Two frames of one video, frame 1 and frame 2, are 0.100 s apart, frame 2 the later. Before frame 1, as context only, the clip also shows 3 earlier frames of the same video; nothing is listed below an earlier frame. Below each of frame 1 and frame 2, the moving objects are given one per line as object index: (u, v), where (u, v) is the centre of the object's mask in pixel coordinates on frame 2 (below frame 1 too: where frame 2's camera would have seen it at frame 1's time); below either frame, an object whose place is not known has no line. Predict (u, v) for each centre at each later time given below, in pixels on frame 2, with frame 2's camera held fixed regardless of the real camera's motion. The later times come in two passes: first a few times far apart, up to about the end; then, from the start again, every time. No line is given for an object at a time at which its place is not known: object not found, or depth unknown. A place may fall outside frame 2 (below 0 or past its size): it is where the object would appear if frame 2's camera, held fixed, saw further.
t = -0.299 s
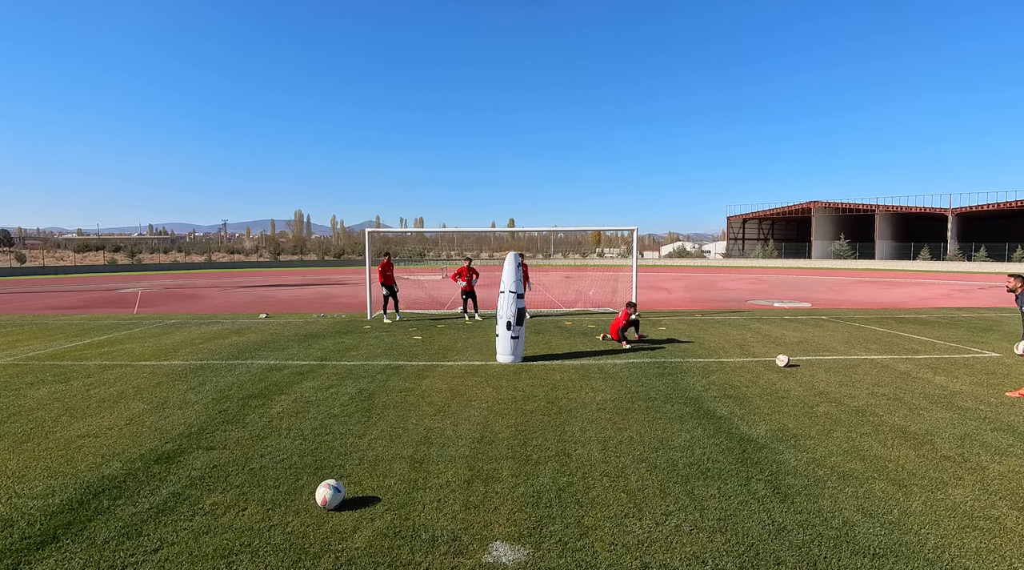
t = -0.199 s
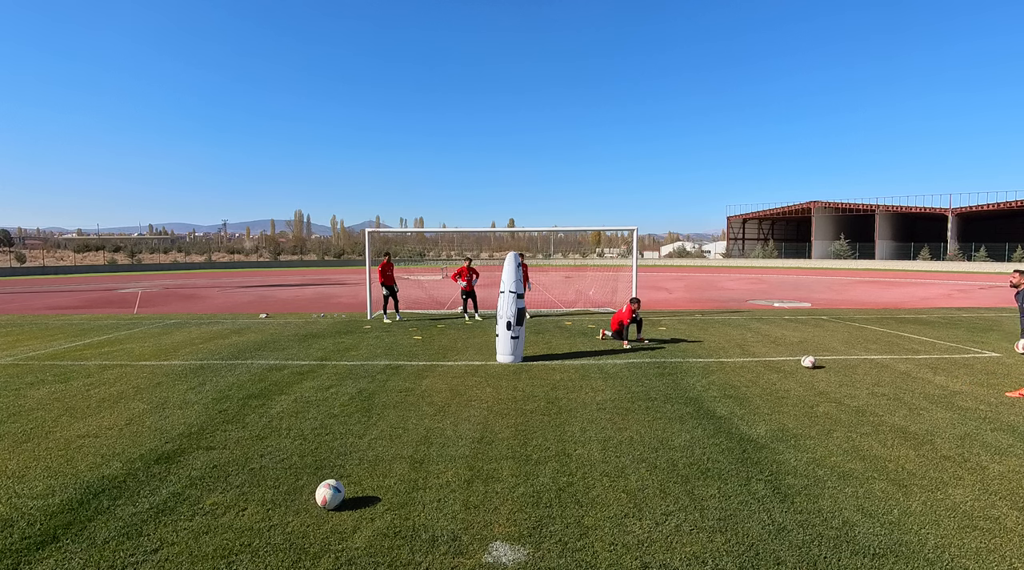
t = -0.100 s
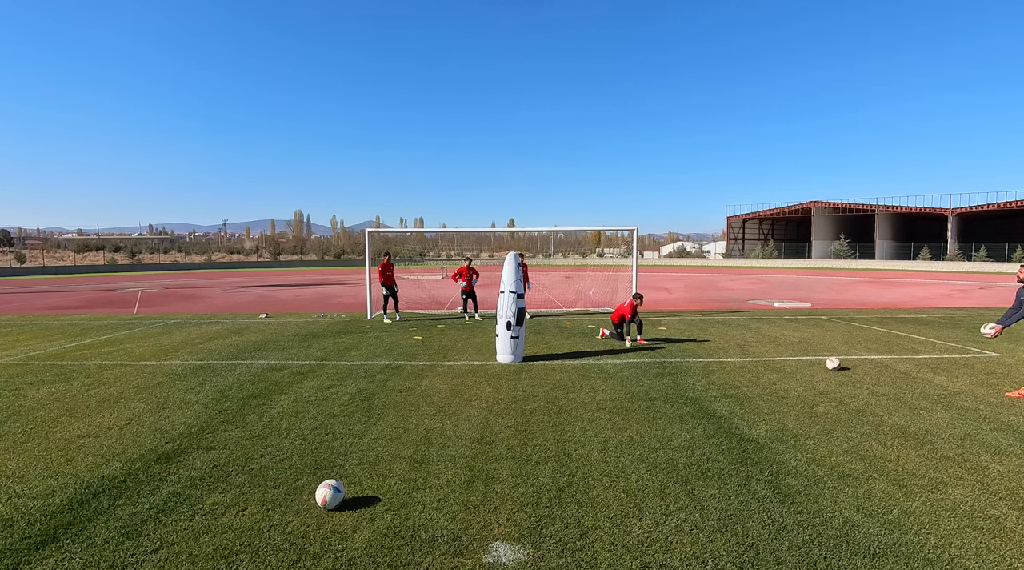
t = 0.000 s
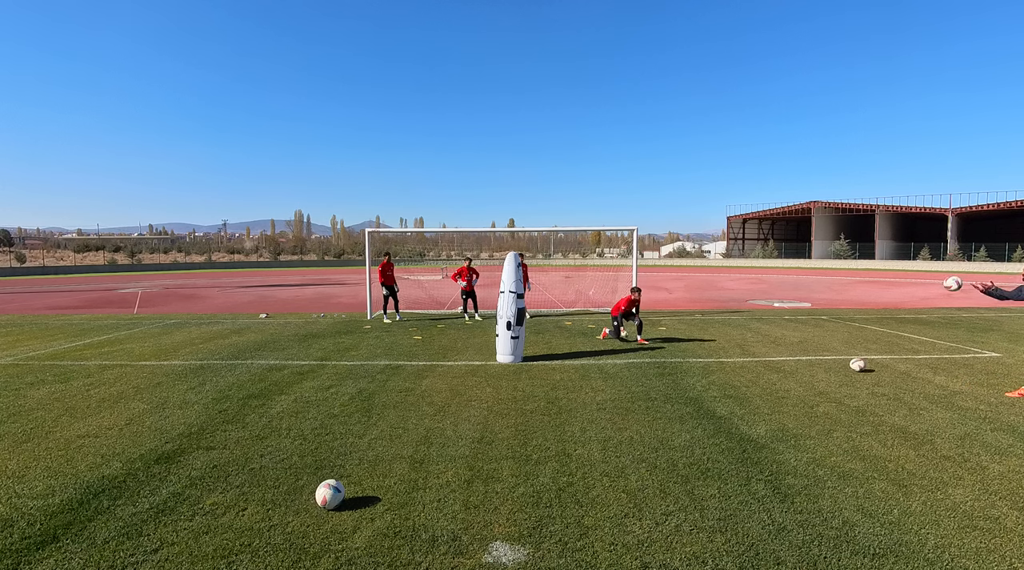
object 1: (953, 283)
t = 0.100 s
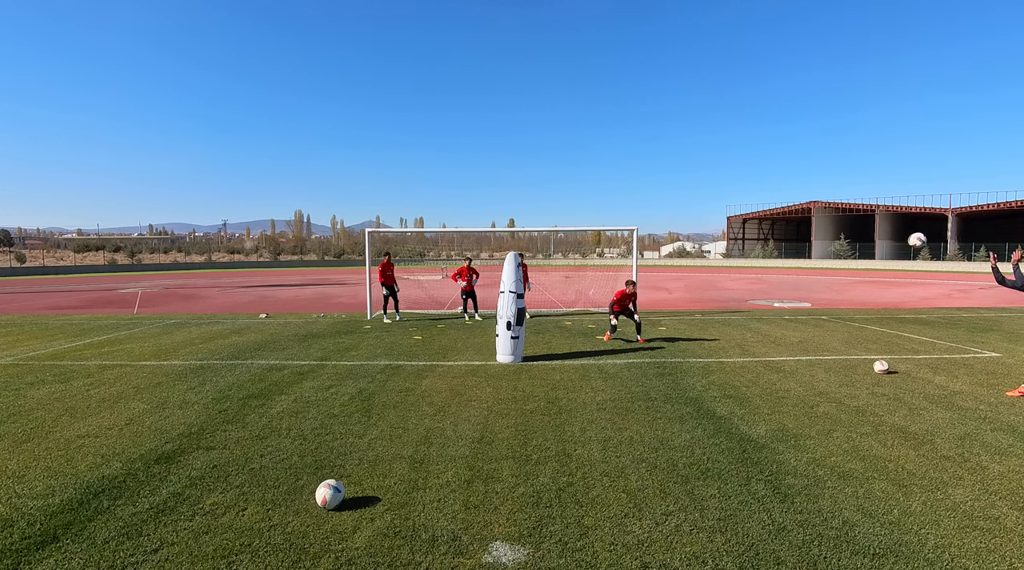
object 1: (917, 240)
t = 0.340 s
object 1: (835, 167)
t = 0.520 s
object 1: (777, 139)
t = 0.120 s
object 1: (910, 232)
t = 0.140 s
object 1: (903, 225)
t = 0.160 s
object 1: (896, 218)
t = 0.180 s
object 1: (889, 210)
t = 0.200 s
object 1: (882, 204)
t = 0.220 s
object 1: (876, 198)
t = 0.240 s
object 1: (869, 192)
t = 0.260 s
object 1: (861, 186)
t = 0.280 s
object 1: (855, 181)
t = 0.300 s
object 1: (848, 176)
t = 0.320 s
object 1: (842, 171)
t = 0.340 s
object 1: (835, 167)
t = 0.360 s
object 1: (828, 162)
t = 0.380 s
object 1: (822, 158)
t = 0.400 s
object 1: (816, 155)
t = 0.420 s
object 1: (809, 152)
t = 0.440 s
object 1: (803, 149)
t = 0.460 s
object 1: (796, 146)
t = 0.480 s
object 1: (790, 143)
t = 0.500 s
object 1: (784, 141)
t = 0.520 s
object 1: (777, 139)
